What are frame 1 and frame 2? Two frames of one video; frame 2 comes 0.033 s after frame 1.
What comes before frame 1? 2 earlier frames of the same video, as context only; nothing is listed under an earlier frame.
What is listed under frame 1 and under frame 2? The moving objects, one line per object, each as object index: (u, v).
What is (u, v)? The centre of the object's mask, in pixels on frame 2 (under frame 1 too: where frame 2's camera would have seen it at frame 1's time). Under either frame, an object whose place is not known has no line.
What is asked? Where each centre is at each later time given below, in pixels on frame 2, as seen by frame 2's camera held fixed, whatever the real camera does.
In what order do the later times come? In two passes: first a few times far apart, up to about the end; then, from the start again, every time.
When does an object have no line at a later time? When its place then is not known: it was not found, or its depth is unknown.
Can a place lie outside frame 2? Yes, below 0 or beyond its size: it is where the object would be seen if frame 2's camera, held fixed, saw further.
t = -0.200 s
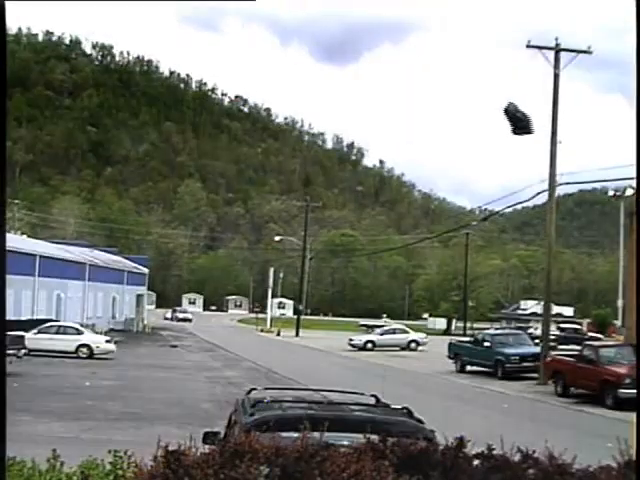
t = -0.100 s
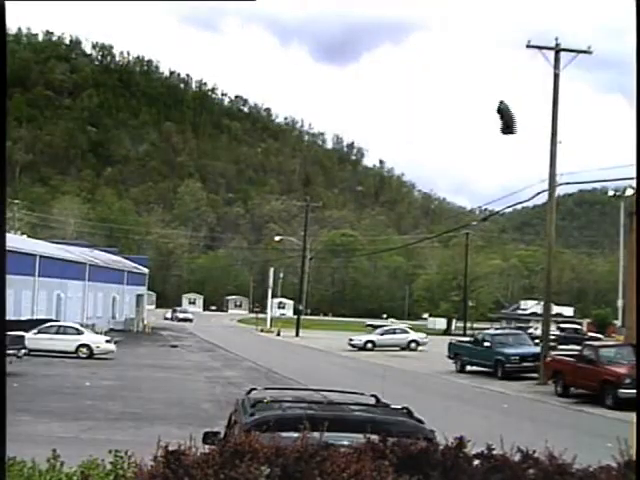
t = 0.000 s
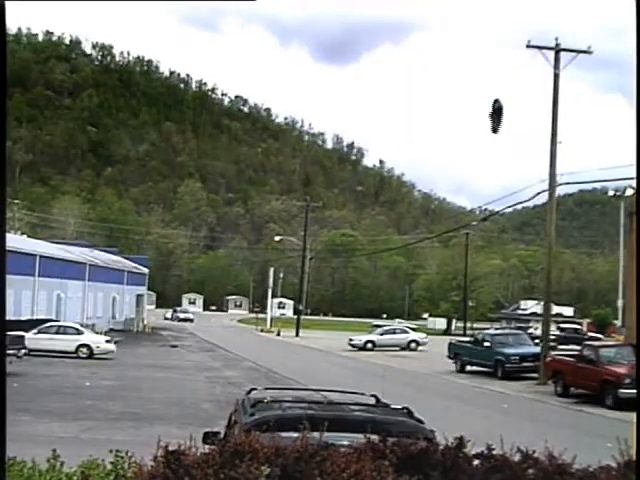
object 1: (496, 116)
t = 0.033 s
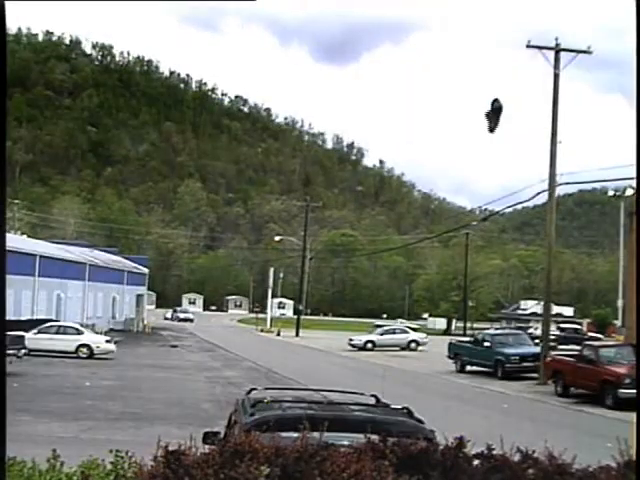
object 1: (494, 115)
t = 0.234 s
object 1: (489, 114)
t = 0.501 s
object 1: (506, 111)
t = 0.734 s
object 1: (537, 111)
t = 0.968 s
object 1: (564, 111)
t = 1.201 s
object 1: (572, 112)
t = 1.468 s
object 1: (555, 118)
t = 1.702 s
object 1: (525, 121)
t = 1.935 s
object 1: (497, 118)
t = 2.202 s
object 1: (487, 113)
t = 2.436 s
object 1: (503, 111)
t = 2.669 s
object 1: (534, 110)
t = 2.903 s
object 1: (562, 111)
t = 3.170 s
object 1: (570, 111)
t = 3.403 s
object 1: (555, 117)
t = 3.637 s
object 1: (527, 119)
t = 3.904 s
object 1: (498, 118)
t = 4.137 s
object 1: (490, 115)
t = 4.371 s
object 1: (503, 112)
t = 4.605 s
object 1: (531, 111)
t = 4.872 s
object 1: (560, 111)
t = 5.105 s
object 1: (568, 114)
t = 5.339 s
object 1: (555, 118)
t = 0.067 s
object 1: (492, 114)
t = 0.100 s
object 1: (491, 114)
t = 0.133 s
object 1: (490, 114)
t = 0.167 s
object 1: (489, 114)
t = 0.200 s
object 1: (489, 114)
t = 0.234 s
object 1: (489, 114)
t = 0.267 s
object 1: (490, 113)
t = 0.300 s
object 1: (491, 113)
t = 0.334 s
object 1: (493, 113)
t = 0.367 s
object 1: (494, 113)
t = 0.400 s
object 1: (496, 112)
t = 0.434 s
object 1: (499, 112)
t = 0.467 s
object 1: (502, 112)
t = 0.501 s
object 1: (506, 111)
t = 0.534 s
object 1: (510, 111)
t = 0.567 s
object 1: (514, 110)
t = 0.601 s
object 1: (519, 110)
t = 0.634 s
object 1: (523, 110)
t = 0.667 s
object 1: (527, 110)
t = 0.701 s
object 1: (532, 110)
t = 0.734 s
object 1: (537, 111)
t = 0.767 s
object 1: (541, 111)
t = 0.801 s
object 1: (546, 111)
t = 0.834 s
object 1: (550, 111)
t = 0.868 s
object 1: (554, 111)
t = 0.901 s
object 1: (558, 111)
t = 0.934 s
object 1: (561, 111)
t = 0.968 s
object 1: (564, 111)
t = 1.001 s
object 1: (567, 111)
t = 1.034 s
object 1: (569, 111)
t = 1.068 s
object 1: (571, 112)
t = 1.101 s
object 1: (572, 112)
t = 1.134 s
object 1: (573, 112)
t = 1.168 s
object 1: (573, 112)
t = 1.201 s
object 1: (572, 112)
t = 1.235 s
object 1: (571, 112)
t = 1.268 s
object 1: (570, 113)
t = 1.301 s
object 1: (568, 114)
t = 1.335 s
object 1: (566, 115)
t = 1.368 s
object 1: (564, 116)
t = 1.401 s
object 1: (561, 116)
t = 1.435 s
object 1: (558, 117)
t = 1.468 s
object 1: (555, 118)
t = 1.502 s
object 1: (551, 118)
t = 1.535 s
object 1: (547, 119)
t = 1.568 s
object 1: (543, 119)
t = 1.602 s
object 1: (539, 120)
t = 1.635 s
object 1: (534, 120)
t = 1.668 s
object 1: (529, 120)
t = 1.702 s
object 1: (525, 121)
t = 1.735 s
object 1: (520, 120)
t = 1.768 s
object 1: (516, 120)
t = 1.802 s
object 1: (511, 120)
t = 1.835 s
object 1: (508, 120)
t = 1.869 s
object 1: (504, 119)
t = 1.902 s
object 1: (500, 119)
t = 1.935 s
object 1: (497, 118)
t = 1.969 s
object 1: (494, 117)
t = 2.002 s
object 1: (492, 116)
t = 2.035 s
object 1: (490, 116)
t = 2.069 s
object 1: (489, 115)
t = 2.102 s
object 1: (488, 114)
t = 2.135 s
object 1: (487, 114)
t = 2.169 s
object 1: (486, 114)
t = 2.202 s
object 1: (487, 113)
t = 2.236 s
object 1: (488, 113)
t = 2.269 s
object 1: (489, 113)
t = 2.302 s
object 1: (491, 113)
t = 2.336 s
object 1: (493, 112)
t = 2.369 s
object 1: (496, 112)
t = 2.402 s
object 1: (499, 112)
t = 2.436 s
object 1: (503, 111)
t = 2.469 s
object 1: (507, 111)
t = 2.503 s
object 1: (511, 111)
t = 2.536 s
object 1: (515, 111)
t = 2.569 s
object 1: (520, 110)
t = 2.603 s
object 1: (524, 110)
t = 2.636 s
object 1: (529, 110)
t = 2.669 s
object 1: (534, 110)
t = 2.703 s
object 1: (538, 110)
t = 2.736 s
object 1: (543, 110)
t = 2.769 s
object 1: (548, 110)
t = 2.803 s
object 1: (552, 110)
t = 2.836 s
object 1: (555, 110)
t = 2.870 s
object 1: (559, 110)
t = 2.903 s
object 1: (562, 111)
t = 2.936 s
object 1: (564, 110)
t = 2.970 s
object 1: (567, 110)
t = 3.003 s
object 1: (569, 111)
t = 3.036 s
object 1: (570, 111)
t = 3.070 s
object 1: (570, 111)
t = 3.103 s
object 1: (571, 111)
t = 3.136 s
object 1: (571, 111)
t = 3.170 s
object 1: (570, 111)
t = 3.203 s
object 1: (569, 112)
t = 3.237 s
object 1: (568, 113)
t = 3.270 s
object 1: (566, 114)
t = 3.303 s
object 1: (564, 115)
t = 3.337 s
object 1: (561, 115)
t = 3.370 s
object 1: (558, 116)
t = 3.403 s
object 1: (555, 117)
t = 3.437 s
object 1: (551, 117)
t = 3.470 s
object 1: (548, 118)
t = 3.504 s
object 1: (544, 118)
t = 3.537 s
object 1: (540, 119)
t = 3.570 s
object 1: (535, 119)
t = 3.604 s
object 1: (531, 119)
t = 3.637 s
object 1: (527, 119)
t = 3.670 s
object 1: (523, 119)
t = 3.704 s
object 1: (518, 119)
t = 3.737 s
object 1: (514, 119)
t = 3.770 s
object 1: (511, 119)
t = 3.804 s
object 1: (507, 119)
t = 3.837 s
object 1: (503, 119)
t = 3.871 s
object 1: (501, 118)
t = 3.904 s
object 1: (498, 118)
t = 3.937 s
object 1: (495, 117)
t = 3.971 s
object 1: (493, 117)
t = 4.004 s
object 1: (492, 116)
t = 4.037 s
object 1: (491, 116)
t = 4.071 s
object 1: (490, 115)
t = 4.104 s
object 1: (490, 115)
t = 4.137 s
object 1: (490, 115)
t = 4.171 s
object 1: (490, 114)
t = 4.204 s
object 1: (491, 114)
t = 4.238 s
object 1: (493, 113)
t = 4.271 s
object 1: (495, 113)
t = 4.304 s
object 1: (497, 113)
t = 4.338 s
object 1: (500, 113)
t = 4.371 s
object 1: (503, 112)
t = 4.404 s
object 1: (506, 112)
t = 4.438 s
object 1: (510, 112)
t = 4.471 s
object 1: (514, 112)
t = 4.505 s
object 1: (518, 111)
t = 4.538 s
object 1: (522, 111)
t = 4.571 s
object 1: (526, 111)
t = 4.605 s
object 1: (531, 111)
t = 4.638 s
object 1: (535, 111)
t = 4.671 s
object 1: (539, 111)
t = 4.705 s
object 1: (543, 110)
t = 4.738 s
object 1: (547, 111)
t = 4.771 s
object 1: (551, 111)
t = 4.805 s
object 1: (555, 111)
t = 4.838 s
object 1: (558, 111)
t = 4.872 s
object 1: (560, 111)
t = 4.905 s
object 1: (563, 111)
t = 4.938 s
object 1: (565, 112)
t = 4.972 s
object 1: (567, 112)
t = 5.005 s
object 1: (568, 112)
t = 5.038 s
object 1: (568, 113)
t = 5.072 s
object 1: (568, 113)
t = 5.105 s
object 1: (568, 114)
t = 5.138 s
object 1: (567, 114)
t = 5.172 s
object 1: (567, 115)
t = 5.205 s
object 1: (565, 115)
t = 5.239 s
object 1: (563, 116)
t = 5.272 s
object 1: (561, 116)
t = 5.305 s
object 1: (558, 117)
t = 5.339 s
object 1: (555, 118)
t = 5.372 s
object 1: (552, 118)
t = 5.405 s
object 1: (548, 118)
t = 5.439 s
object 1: (544, 119)
